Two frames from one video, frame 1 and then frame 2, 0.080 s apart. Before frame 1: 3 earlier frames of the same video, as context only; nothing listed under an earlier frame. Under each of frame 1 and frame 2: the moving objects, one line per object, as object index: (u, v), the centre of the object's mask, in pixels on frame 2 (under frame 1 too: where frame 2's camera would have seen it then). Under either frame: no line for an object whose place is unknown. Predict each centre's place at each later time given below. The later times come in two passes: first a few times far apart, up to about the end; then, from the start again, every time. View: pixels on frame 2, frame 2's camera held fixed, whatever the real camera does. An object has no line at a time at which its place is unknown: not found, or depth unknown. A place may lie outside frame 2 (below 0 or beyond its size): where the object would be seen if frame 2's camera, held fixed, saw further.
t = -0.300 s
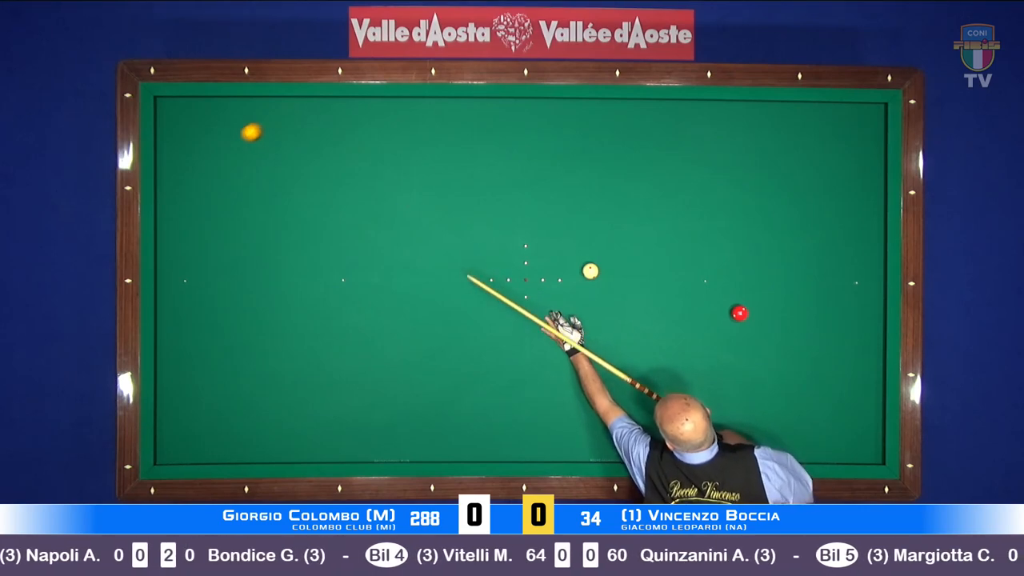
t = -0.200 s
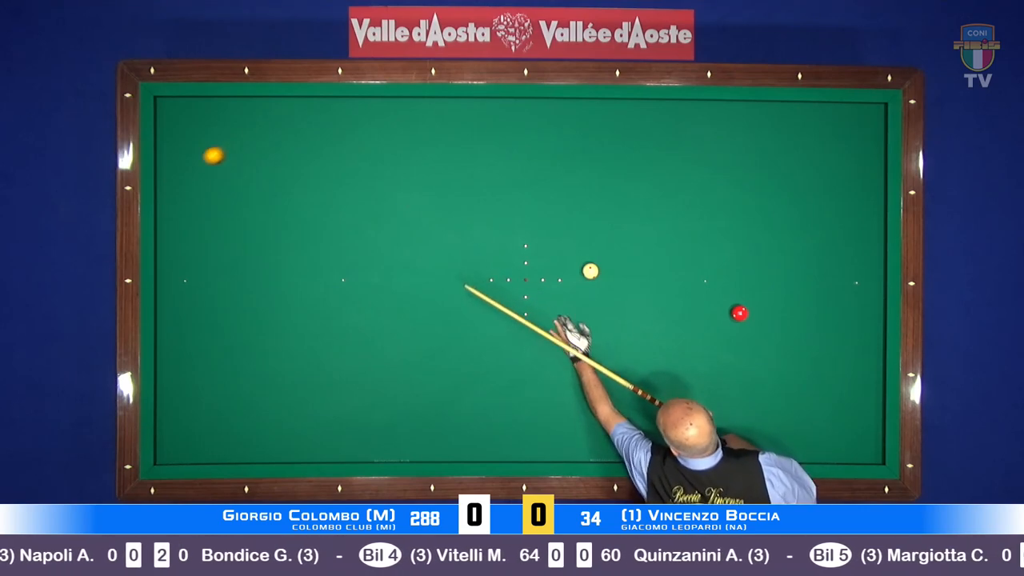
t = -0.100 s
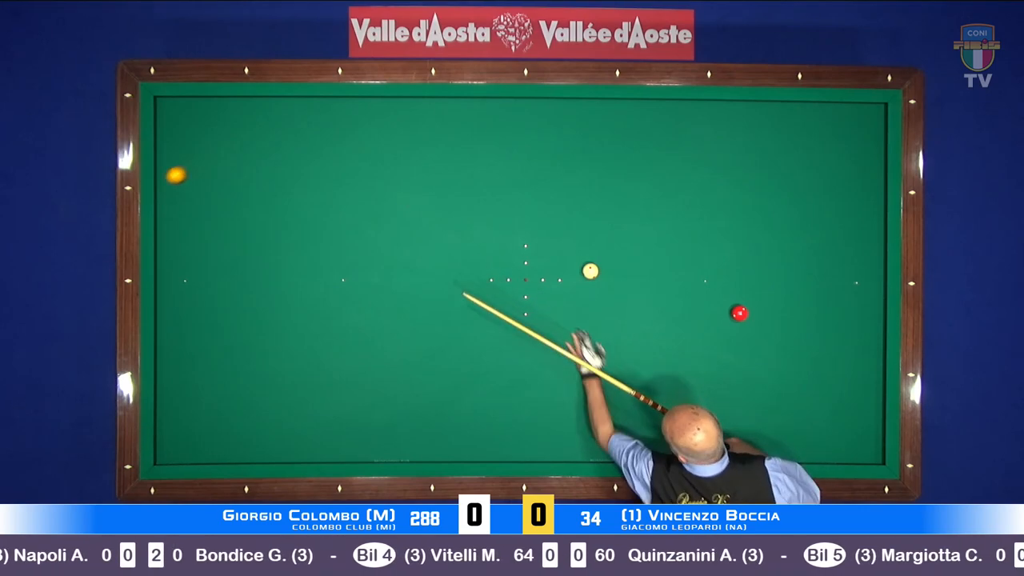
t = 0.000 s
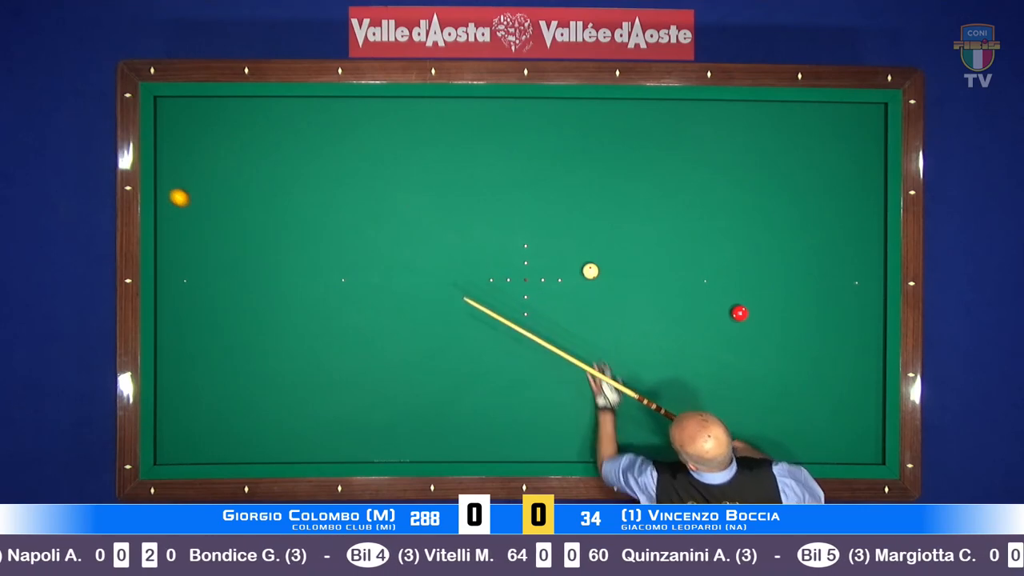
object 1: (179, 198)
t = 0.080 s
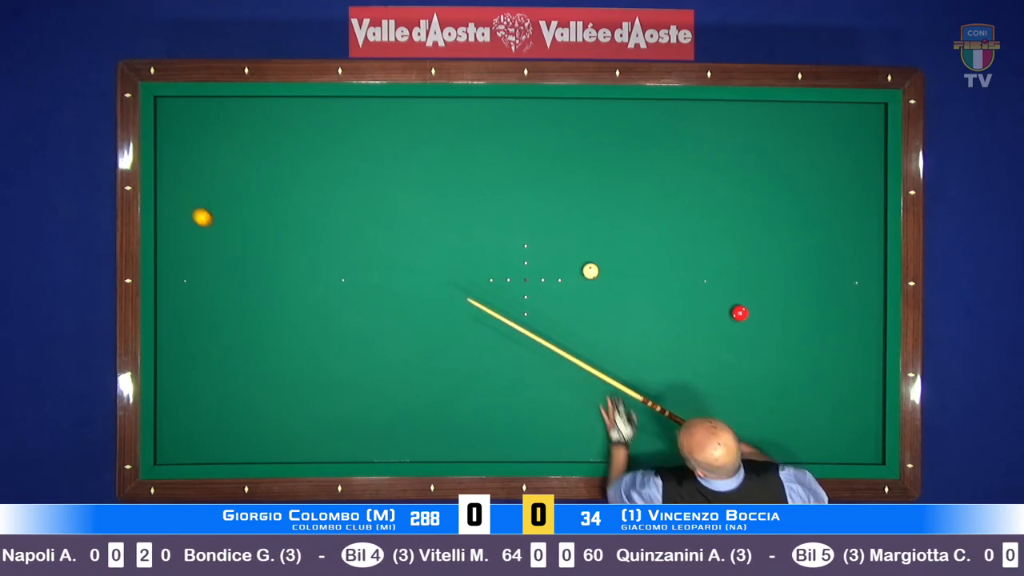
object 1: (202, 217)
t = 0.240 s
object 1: (239, 256)
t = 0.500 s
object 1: (292, 317)
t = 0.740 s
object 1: (340, 373)
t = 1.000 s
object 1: (392, 432)
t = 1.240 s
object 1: (438, 433)
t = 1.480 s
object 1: (485, 402)
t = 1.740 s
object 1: (534, 370)
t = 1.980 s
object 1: (579, 340)
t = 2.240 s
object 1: (627, 309)
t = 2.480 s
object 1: (671, 280)
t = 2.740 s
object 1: (717, 250)
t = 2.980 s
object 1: (759, 223)
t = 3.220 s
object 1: (800, 196)
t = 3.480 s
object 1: (844, 168)
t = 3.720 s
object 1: (877, 142)
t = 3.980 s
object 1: (850, 111)
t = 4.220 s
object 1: (827, 125)
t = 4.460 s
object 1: (804, 140)
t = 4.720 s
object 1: (777, 156)
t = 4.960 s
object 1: (756, 170)
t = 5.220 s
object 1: (734, 186)
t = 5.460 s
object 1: (715, 199)
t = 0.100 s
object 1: (207, 222)
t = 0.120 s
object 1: (212, 227)
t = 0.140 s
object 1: (217, 232)
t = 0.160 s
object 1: (222, 237)
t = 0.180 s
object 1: (226, 242)
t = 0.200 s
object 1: (231, 246)
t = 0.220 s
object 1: (235, 251)
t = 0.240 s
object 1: (239, 256)
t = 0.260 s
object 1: (243, 261)
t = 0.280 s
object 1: (247, 266)
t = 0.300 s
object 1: (252, 270)
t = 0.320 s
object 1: (256, 275)
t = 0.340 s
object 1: (260, 280)
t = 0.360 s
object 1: (264, 284)
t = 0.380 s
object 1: (268, 289)
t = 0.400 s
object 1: (272, 294)
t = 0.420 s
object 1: (276, 298)
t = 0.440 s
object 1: (280, 303)
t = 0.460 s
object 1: (284, 308)
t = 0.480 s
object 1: (288, 313)
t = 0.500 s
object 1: (292, 317)
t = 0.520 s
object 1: (296, 322)
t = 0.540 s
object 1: (300, 327)
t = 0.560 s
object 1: (304, 331)
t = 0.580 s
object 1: (308, 336)
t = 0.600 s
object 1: (312, 340)
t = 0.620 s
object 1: (317, 345)
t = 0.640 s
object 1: (320, 350)
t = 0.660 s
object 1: (324, 354)
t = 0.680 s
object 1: (329, 359)
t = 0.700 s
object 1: (333, 364)
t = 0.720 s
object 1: (336, 368)
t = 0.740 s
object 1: (340, 373)
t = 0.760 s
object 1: (344, 378)
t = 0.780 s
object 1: (348, 382)
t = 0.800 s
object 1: (352, 387)
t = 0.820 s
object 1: (356, 391)
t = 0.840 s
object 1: (360, 396)
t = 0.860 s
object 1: (364, 401)
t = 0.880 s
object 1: (368, 405)
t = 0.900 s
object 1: (372, 410)
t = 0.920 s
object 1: (376, 414)
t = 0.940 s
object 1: (380, 419)
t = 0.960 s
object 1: (384, 423)
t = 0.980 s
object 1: (388, 428)
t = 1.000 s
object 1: (392, 432)
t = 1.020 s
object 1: (396, 437)
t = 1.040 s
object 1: (399, 442)
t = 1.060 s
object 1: (403, 446)
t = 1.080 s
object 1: (407, 451)
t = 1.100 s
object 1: (411, 455)
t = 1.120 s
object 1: (415, 453)
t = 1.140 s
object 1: (419, 449)
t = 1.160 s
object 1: (423, 445)
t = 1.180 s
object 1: (427, 442)
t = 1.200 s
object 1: (431, 439)
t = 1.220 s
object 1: (435, 436)
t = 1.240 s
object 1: (438, 433)
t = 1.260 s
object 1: (442, 430)
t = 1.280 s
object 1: (446, 428)
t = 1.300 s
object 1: (450, 425)
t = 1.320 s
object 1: (454, 423)
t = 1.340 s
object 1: (458, 420)
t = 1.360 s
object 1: (462, 418)
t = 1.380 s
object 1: (465, 415)
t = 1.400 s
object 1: (470, 412)
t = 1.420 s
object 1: (473, 410)
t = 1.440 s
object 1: (477, 407)
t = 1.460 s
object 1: (481, 405)
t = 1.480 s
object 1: (485, 402)
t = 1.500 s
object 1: (488, 400)
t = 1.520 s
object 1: (492, 397)
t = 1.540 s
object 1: (496, 395)
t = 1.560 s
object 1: (500, 392)
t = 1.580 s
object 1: (504, 390)
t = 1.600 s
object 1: (508, 387)
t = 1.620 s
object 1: (511, 385)
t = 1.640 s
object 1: (515, 382)
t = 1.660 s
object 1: (519, 380)
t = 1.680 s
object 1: (523, 377)
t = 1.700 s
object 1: (527, 375)
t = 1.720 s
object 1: (530, 372)
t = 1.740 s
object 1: (534, 370)
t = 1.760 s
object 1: (538, 367)
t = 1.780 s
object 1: (542, 365)
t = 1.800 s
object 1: (546, 362)
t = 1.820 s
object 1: (549, 360)
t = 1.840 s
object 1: (553, 357)
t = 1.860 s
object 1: (557, 355)
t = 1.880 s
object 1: (561, 353)
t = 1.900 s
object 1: (564, 350)
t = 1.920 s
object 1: (568, 348)
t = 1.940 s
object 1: (572, 345)
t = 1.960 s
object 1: (575, 343)
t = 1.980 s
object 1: (579, 340)
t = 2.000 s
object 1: (583, 338)
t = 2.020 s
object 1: (586, 335)
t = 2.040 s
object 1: (590, 333)
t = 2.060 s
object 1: (594, 330)
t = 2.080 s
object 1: (597, 328)
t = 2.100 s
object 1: (601, 326)
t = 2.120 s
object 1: (605, 323)
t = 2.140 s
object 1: (608, 321)
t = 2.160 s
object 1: (612, 318)
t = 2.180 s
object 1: (616, 316)
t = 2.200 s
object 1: (620, 313)
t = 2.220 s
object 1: (623, 311)
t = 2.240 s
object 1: (627, 309)
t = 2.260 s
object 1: (631, 306)
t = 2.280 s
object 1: (634, 304)
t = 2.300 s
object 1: (638, 301)
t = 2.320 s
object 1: (642, 299)
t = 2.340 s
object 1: (645, 297)
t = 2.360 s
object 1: (649, 294)
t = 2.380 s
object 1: (653, 292)
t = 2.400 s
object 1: (656, 290)
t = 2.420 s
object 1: (660, 287)
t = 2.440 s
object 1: (663, 285)
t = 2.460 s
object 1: (667, 282)
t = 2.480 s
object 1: (671, 280)
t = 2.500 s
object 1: (674, 278)
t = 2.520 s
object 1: (678, 275)
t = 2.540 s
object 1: (681, 273)
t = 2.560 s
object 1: (685, 271)
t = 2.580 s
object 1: (688, 268)
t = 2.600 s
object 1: (692, 266)
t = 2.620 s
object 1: (696, 264)
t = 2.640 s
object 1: (699, 261)
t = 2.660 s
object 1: (703, 259)
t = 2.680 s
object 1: (706, 257)
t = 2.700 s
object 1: (710, 255)
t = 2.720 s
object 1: (713, 252)
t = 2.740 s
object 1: (717, 250)
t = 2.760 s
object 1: (721, 248)
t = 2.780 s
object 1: (724, 245)
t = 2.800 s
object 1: (727, 243)
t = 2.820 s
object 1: (731, 241)
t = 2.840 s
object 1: (734, 238)
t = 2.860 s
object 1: (738, 236)
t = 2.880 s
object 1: (741, 234)
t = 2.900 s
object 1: (745, 232)
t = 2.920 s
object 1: (748, 229)
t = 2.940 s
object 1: (752, 227)
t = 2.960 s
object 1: (755, 225)
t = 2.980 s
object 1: (759, 223)
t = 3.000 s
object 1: (762, 220)
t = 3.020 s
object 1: (766, 218)
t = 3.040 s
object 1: (769, 216)
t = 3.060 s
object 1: (773, 214)
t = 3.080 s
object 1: (777, 212)
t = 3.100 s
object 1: (780, 209)
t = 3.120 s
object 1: (783, 207)
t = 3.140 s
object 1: (787, 205)
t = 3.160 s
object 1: (790, 203)
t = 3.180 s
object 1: (793, 201)
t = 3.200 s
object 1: (797, 198)
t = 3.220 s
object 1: (800, 196)
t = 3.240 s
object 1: (804, 194)
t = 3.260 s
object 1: (807, 192)
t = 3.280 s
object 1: (810, 189)
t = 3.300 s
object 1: (814, 187)
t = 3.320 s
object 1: (817, 185)
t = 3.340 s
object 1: (821, 183)
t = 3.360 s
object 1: (824, 181)
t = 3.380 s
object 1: (828, 178)
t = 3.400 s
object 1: (831, 176)
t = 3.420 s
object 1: (834, 174)
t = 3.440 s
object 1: (838, 172)
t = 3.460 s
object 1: (841, 170)
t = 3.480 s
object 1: (844, 168)
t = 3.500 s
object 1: (848, 166)
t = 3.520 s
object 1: (851, 163)
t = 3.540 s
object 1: (854, 161)
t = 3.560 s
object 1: (857, 159)
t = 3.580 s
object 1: (861, 157)
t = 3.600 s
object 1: (864, 155)
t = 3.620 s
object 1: (868, 153)
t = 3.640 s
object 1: (871, 150)
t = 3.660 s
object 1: (874, 148)
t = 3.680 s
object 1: (877, 146)
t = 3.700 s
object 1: (879, 145)
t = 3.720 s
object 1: (877, 142)
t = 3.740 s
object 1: (874, 139)
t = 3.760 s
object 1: (872, 137)
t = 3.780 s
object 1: (870, 135)
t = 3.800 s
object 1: (867, 132)
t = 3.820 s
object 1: (866, 130)
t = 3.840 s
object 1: (864, 127)
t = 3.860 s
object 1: (862, 125)
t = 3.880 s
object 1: (860, 123)
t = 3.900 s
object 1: (858, 121)
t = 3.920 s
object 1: (856, 118)
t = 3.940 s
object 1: (854, 116)
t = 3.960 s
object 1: (852, 113)
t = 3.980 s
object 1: (850, 111)
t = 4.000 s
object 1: (848, 110)
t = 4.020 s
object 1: (846, 111)
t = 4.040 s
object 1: (844, 113)
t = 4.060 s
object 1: (843, 114)
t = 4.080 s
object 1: (841, 115)
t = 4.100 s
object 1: (839, 117)
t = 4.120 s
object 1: (837, 118)
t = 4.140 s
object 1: (835, 119)
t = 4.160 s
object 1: (833, 121)
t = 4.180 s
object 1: (831, 122)
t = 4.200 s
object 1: (829, 123)
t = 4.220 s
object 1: (827, 125)
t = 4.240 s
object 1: (825, 126)
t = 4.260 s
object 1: (823, 127)
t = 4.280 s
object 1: (821, 129)
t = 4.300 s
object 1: (820, 130)
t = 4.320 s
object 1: (818, 131)
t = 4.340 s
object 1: (816, 132)
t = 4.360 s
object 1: (814, 134)
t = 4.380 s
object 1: (812, 135)
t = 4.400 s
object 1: (810, 136)
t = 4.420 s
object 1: (808, 137)
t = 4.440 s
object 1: (806, 138)
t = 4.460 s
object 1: (804, 140)
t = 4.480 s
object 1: (802, 141)
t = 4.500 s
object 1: (800, 142)
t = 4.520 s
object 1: (799, 144)
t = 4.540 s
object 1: (797, 145)
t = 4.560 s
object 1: (795, 146)
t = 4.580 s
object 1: (792, 147)
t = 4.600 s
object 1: (788, 148)
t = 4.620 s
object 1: (785, 150)
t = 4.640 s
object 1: (784, 151)
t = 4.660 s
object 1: (782, 152)
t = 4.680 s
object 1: (780, 154)
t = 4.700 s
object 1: (778, 155)
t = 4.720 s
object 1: (777, 156)
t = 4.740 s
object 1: (775, 157)
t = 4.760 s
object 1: (773, 158)
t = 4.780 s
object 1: (771, 160)
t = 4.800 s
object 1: (769, 161)
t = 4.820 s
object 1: (767, 162)
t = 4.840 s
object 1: (766, 163)
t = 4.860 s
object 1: (764, 164)
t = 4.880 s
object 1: (763, 166)
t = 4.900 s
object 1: (761, 167)
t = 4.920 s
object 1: (759, 168)
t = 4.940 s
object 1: (758, 169)
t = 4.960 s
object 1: (756, 170)
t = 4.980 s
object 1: (754, 172)
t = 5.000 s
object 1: (752, 173)
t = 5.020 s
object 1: (751, 174)
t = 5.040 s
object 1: (749, 175)
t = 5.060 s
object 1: (747, 176)
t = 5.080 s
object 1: (746, 178)
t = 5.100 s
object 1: (744, 179)
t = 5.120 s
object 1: (742, 180)
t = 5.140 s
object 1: (740, 181)
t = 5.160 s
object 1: (739, 182)
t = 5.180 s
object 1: (737, 183)
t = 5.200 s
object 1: (736, 185)
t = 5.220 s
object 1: (734, 186)
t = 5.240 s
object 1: (733, 187)
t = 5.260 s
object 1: (731, 188)
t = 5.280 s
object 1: (730, 189)
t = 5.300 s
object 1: (728, 190)
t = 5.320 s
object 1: (726, 191)
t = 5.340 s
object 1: (725, 193)
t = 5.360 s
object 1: (723, 194)
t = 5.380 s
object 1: (722, 195)
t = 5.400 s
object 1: (720, 196)
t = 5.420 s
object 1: (719, 197)
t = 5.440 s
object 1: (717, 198)
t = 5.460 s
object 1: (715, 199)
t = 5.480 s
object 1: (714, 200)
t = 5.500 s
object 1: (712, 201)
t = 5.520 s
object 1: (710, 203)
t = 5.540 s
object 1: (708, 204)
